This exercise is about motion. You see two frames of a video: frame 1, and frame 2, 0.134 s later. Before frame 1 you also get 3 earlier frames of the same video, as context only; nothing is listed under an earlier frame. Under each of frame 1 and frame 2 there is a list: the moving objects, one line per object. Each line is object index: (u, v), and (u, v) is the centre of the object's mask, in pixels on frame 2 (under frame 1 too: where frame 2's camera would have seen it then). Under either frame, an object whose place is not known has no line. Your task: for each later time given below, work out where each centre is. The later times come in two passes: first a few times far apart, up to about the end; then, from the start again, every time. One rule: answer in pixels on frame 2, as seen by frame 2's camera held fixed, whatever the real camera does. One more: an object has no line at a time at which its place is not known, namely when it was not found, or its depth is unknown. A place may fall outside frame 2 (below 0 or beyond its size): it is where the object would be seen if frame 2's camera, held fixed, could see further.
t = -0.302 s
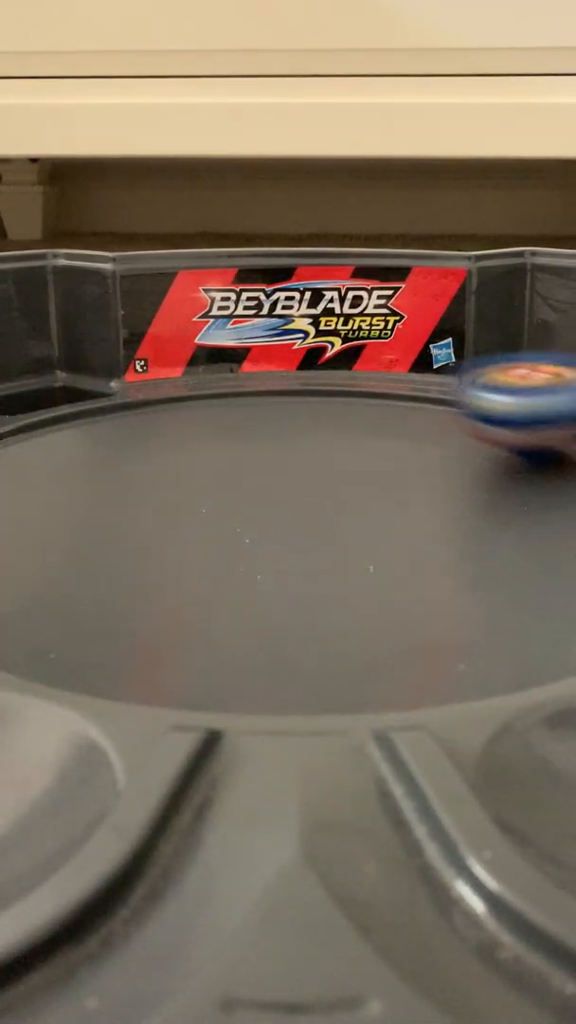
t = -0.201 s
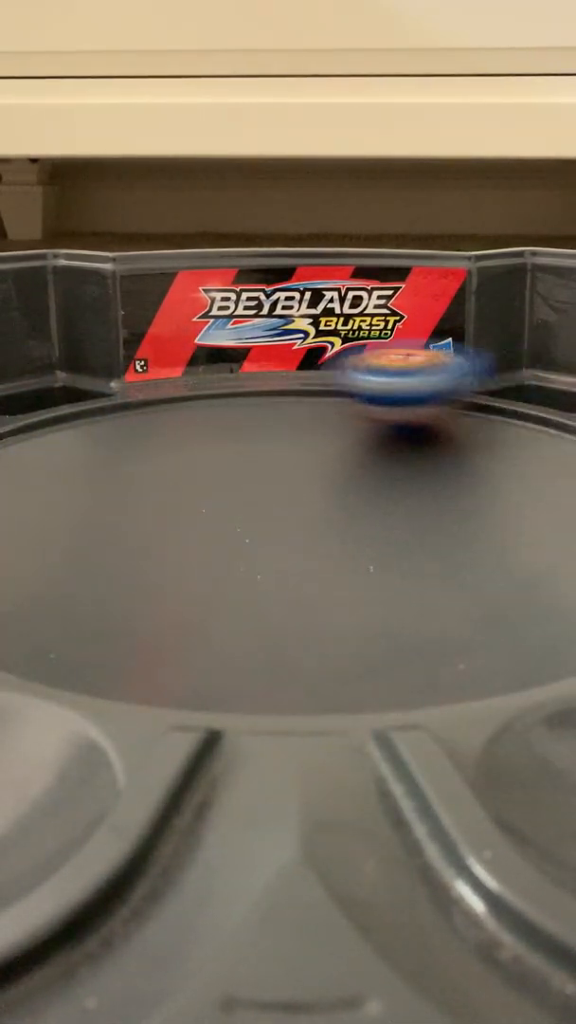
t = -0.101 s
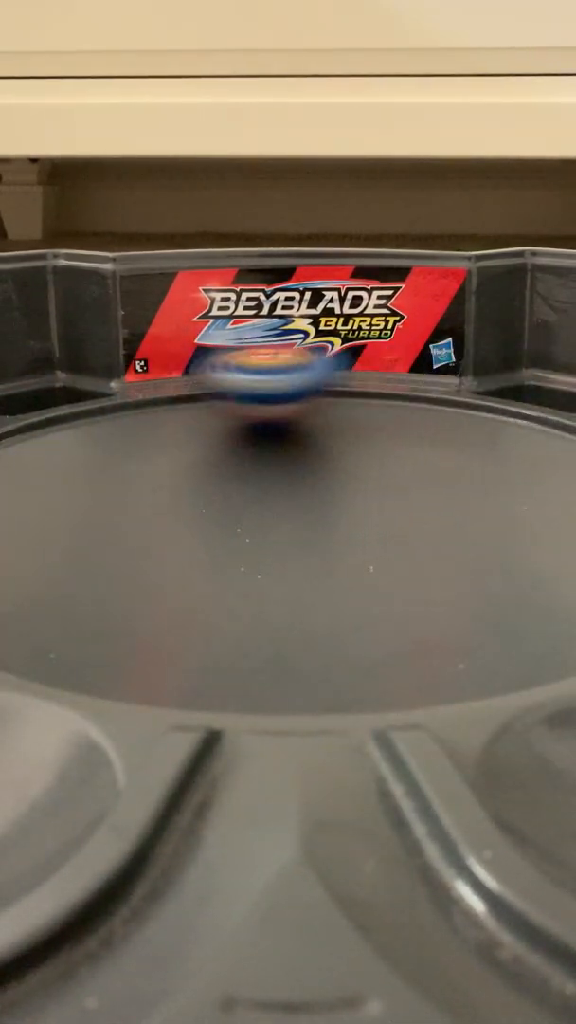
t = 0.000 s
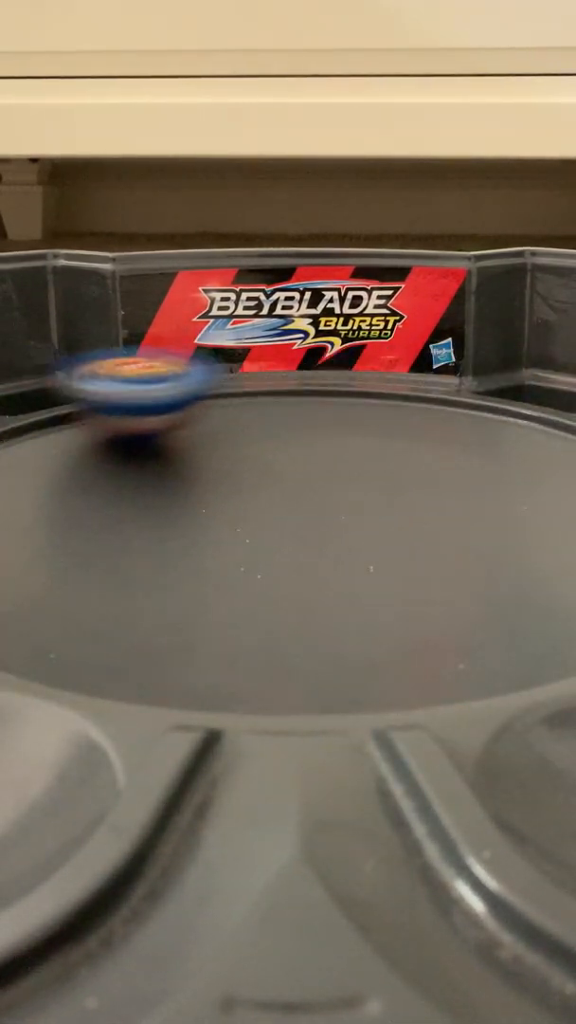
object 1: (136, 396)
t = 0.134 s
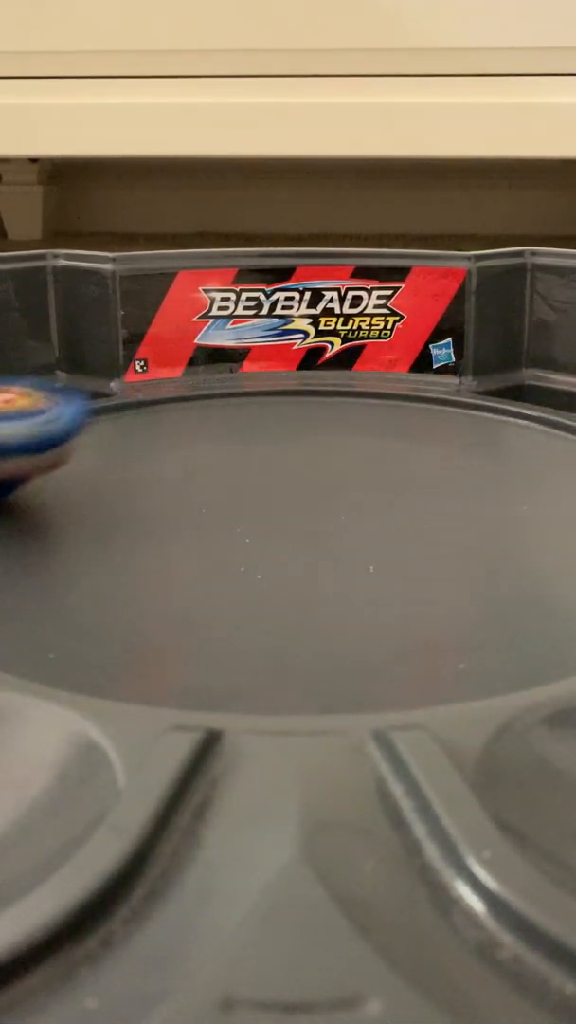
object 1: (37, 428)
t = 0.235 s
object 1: (22, 468)
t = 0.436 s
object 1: (136, 592)
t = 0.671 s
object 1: (528, 519)
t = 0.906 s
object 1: (458, 398)
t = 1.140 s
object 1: (184, 384)
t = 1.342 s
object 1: (42, 438)
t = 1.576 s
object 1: (159, 569)
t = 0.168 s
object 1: (29, 438)
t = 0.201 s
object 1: (24, 451)
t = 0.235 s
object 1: (22, 468)
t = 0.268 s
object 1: (25, 488)
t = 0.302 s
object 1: (32, 510)
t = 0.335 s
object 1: (44, 534)
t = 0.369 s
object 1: (64, 552)
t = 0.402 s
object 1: (90, 577)
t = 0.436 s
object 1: (136, 592)
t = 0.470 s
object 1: (210, 602)
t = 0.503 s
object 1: (290, 600)
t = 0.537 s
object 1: (373, 597)
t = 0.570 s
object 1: (443, 583)
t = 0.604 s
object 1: (487, 564)
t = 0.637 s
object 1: (512, 550)
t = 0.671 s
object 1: (528, 519)
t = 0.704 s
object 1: (537, 501)
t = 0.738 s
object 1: (540, 477)
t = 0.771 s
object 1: (536, 442)
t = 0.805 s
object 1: (527, 428)
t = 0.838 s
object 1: (515, 419)
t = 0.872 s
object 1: (493, 408)
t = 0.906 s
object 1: (458, 398)
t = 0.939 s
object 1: (422, 392)
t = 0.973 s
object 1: (380, 388)
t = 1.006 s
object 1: (343, 387)
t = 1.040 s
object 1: (303, 387)
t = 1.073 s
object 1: (265, 382)
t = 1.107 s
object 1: (225, 382)
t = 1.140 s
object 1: (184, 384)
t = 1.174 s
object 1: (148, 388)
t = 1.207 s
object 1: (110, 387)
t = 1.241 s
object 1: (78, 399)
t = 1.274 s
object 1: (59, 412)
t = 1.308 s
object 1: (50, 424)
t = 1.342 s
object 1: (42, 438)
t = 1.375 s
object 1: (39, 455)
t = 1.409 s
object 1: (40, 476)
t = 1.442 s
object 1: (46, 495)
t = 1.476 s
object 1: (57, 522)
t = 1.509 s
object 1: (77, 544)
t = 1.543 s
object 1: (110, 564)
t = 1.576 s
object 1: (159, 569)
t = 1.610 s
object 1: (221, 579)
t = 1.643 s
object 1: (294, 579)
